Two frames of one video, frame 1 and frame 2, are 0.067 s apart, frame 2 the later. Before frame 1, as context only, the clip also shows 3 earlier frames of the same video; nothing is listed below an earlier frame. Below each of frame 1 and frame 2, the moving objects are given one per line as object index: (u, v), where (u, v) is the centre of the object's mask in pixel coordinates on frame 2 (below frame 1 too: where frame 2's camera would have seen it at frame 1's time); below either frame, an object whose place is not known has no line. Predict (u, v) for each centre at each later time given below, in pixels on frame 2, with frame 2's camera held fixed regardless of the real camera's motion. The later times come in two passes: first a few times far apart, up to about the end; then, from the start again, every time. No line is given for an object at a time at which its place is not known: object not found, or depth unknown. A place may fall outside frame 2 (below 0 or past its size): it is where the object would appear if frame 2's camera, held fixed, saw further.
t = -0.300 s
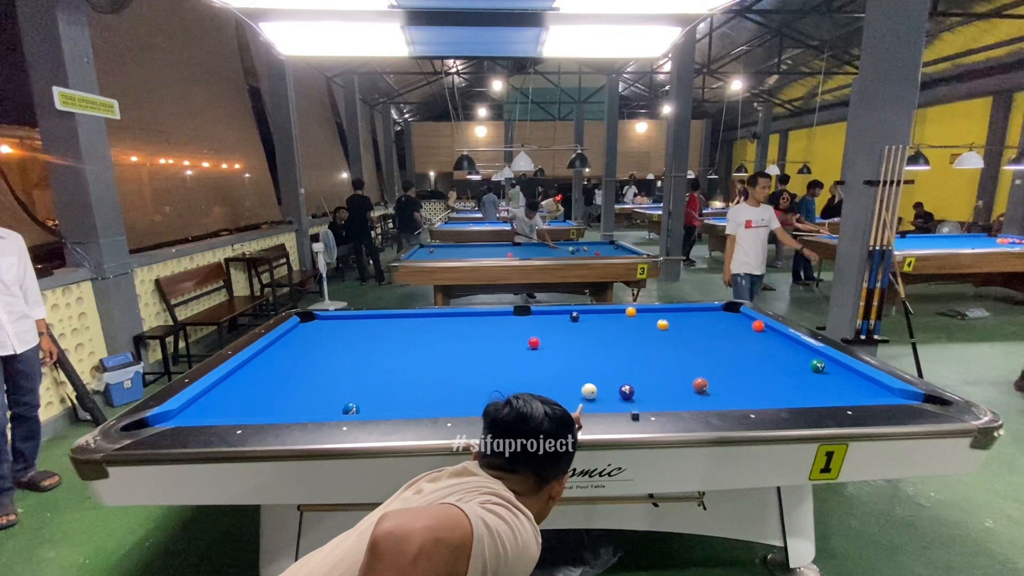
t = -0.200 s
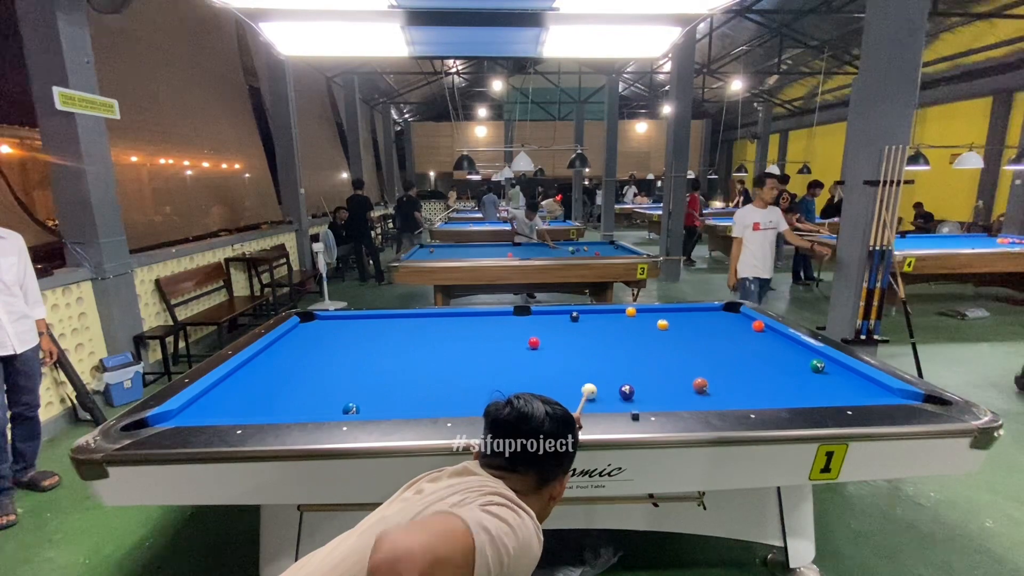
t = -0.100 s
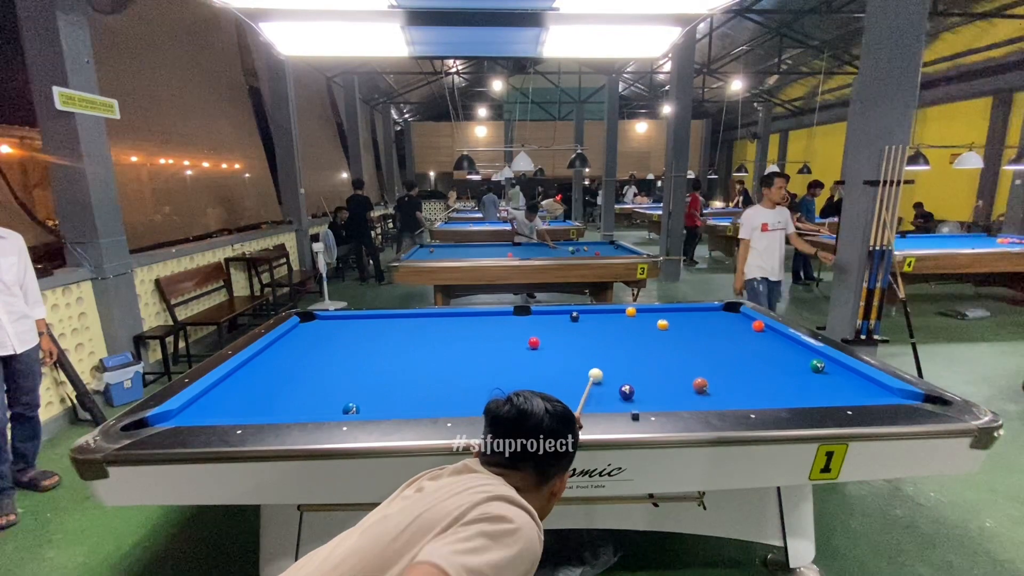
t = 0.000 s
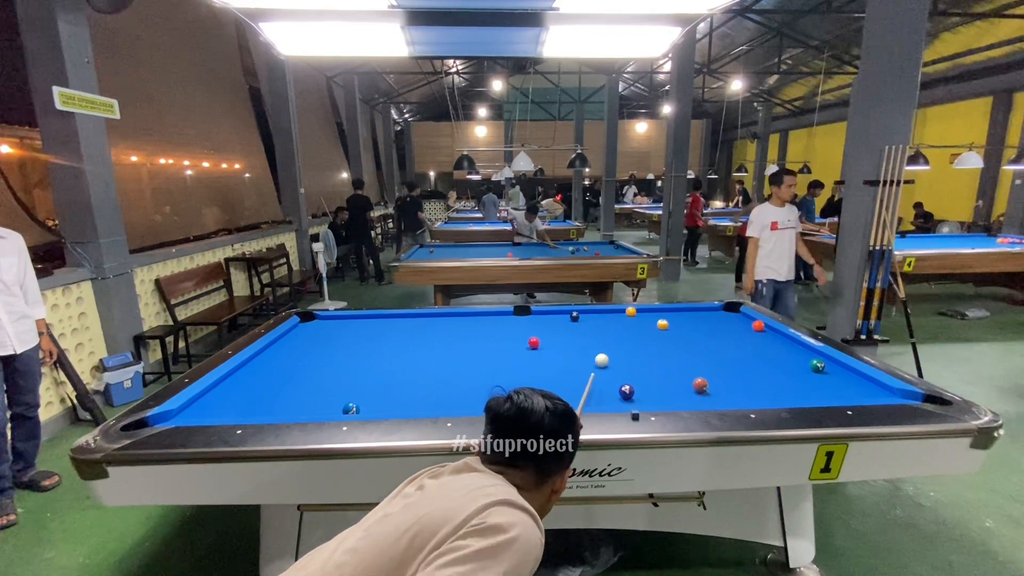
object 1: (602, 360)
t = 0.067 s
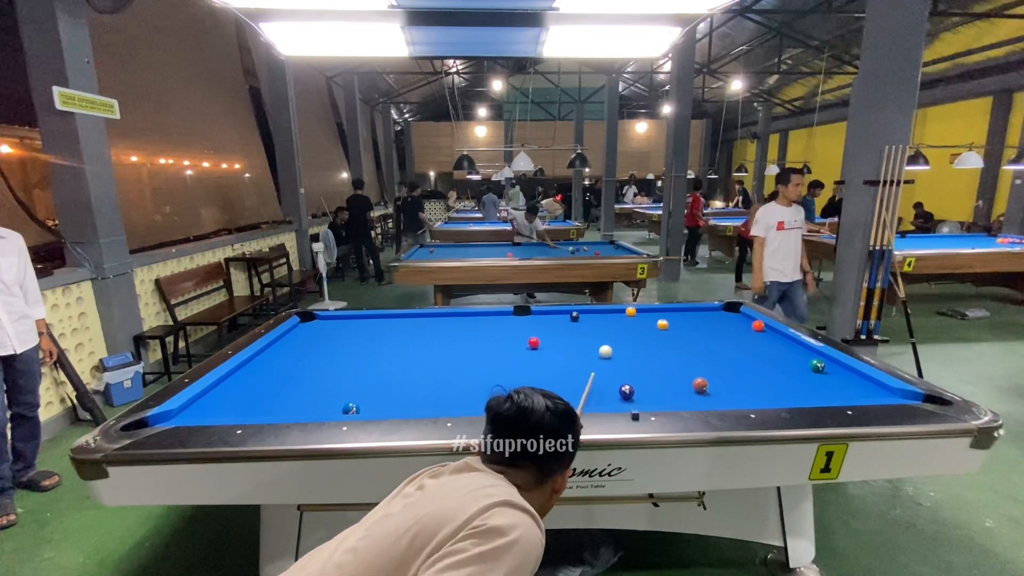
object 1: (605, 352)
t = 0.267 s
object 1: (614, 330)
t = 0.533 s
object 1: (619, 311)
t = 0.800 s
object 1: (630, 323)
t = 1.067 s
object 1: (643, 337)
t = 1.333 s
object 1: (658, 353)
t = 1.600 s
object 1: (675, 370)
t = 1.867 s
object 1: (682, 388)
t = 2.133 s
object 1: (674, 400)
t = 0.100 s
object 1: (607, 348)
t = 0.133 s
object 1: (609, 343)
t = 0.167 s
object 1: (610, 340)
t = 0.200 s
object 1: (612, 336)
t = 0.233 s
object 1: (613, 333)
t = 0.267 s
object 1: (614, 330)
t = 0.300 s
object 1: (615, 327)
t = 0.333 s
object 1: (617, 324)
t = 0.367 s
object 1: (618, 321)
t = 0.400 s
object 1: (619, 318)
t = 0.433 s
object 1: (620, 316)
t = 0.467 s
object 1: (621, 313)
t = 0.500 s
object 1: (620, 311)
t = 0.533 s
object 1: (619, 311)
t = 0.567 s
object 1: (620, 313)
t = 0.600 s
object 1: (621, 314)
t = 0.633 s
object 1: (623, 316)
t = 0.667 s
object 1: (624, 317)
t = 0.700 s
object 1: (625, 319)
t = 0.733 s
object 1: (627, 320)
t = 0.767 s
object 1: (628, 322)
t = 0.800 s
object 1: (630, 323)
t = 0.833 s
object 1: (631, 325)
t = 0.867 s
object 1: (633, 327)
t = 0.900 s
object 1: (634, 328)
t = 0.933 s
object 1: (636, 330)
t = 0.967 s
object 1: (638, 331)
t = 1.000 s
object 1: (640, 333)
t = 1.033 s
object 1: (641, 335)
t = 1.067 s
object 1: (643, 337)
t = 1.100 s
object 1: (645, 339)
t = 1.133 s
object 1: (647, 340)
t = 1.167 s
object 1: (648, 342)
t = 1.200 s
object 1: (650, 344)
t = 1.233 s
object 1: (652, 346)
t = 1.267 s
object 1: (654, 348)
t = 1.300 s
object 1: (656, 350)
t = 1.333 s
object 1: (658, 353)
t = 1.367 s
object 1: (660, 355)
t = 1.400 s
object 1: (662, 357)
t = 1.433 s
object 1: (663, 358)
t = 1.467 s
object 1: (665, 360)
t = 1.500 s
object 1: (668, 363)
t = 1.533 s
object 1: (670, 365)
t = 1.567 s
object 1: (672, 368)
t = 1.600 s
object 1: (675, 370)
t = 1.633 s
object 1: (677, 373)
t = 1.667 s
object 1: (679, 375)
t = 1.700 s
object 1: (682, 378)
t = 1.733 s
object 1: (684, 380)
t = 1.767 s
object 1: (684, 383)
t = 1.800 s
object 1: (683, 385)
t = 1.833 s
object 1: (682, 387)
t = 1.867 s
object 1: (682, 388)
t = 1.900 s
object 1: (681, 390)
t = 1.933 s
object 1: (680, 392)
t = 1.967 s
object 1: (679, 395)
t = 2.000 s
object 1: (679, 396)
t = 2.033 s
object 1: (678, 397)
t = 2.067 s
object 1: (677, 399)
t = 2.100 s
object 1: (676, 400)
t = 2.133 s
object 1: (674, 400)
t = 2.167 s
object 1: (671, 399)
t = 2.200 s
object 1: (668, 399)
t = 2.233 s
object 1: (666, 398)
